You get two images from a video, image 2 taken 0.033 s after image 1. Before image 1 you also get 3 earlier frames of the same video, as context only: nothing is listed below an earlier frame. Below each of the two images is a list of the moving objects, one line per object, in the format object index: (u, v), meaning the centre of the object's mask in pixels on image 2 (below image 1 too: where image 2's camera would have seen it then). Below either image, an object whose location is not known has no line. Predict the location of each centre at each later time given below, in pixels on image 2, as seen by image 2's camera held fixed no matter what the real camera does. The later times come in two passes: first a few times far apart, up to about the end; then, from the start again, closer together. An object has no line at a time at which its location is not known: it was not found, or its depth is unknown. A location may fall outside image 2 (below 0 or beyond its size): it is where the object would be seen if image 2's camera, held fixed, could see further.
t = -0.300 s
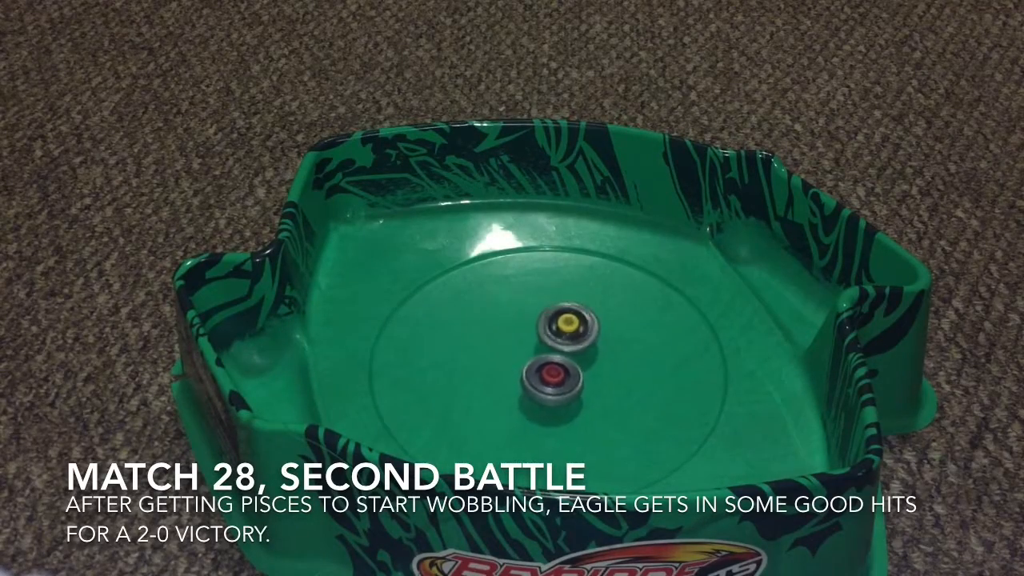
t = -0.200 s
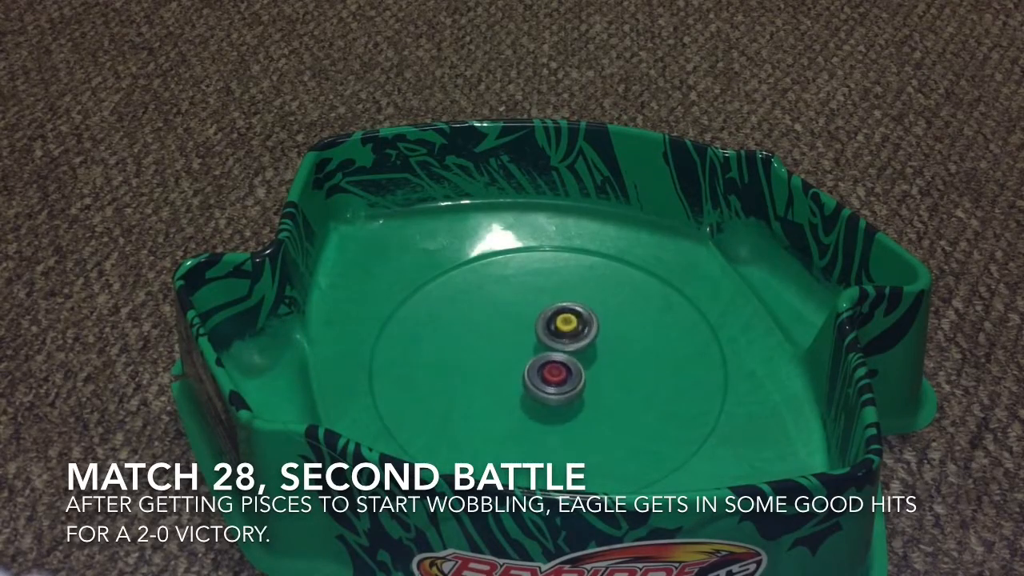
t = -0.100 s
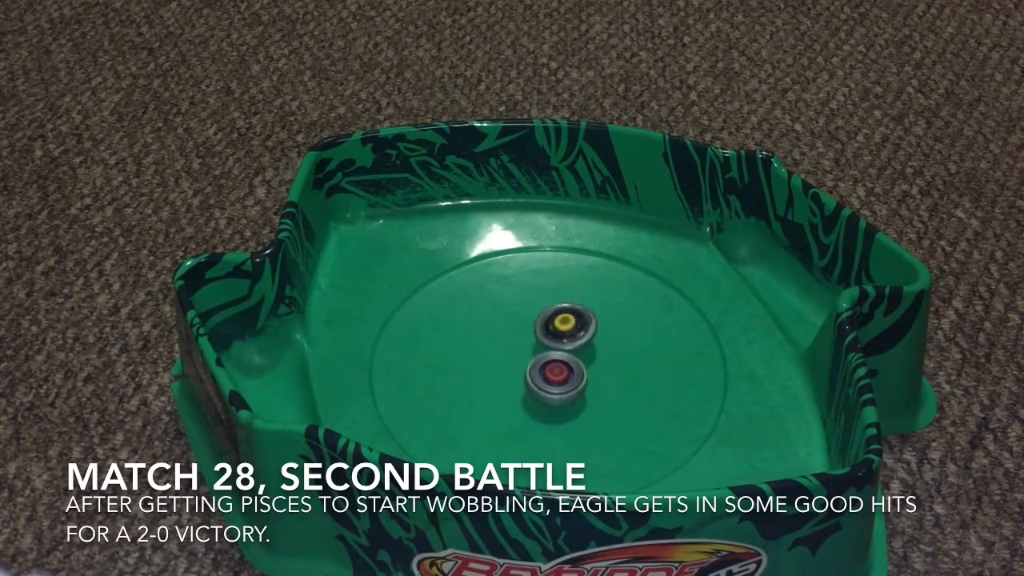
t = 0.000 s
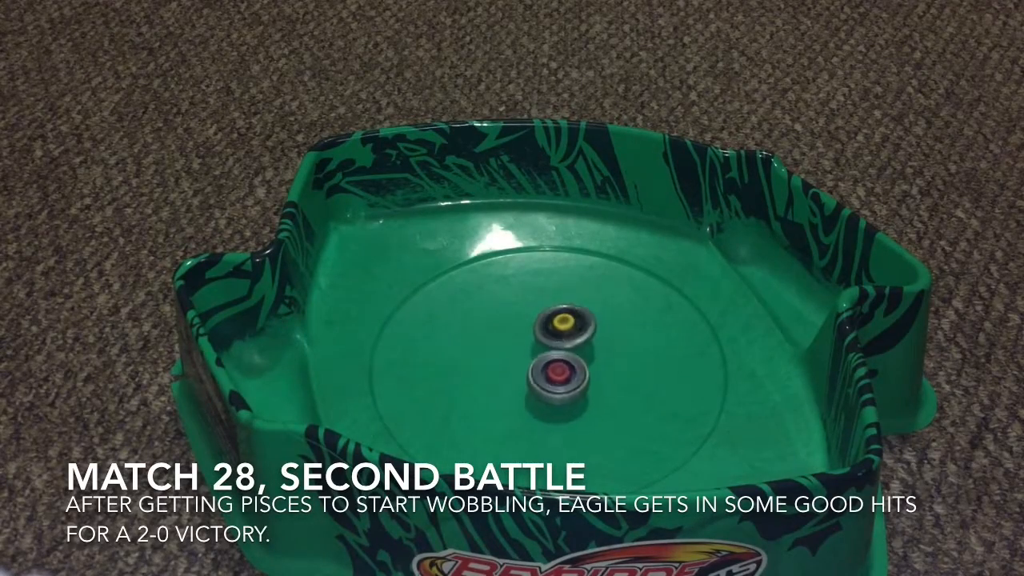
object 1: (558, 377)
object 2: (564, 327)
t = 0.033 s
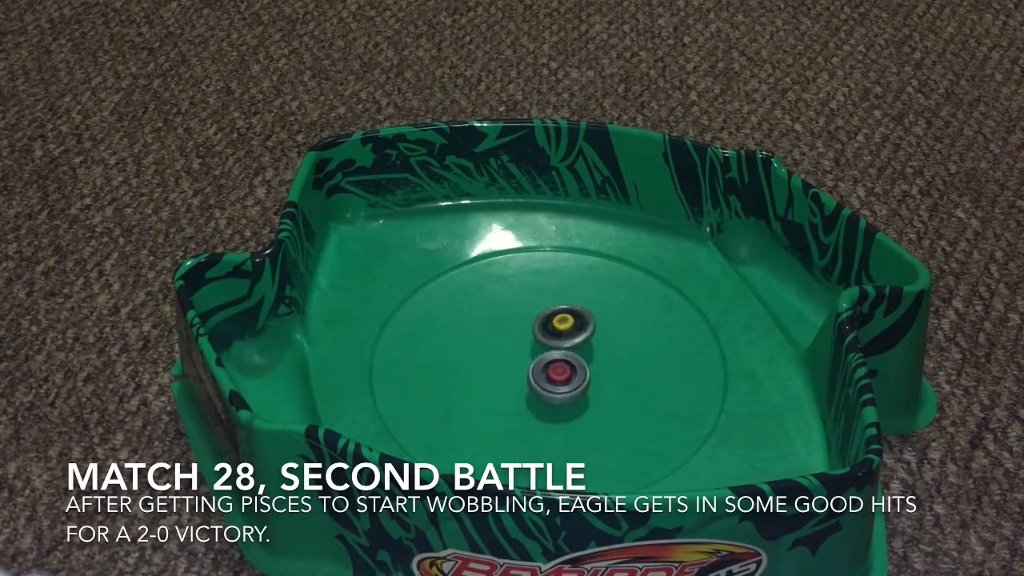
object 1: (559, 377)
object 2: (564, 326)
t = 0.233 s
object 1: (562, 376)
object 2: (562, 327)
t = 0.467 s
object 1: (564, 376)
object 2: (559, 327)
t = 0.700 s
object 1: (564, 376)
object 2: (557, 327)
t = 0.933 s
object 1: (564, 373)
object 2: (557, 326)
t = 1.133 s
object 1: (564, 373)
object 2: (557, 325)
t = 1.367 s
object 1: (565, 373)
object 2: (554, 325)
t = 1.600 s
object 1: (566, 372)
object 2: (552, 325)
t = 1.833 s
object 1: (565, 379)
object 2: (550, 318)
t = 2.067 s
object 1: (565, 377)
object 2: (547, 318)
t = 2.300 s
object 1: (565, 373)
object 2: (545, 319)
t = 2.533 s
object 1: (570, 369)
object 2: (543, 320)
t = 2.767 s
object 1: (574, 368)
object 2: (540, 321)
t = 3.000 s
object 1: (576, 369)
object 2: (537, 322)
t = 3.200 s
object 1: (573, 367)
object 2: (536, 322)
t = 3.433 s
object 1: (572, 363)
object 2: (535, 323)
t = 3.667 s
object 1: (574, 361)
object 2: (533, 324)
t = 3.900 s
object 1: (575, 362)
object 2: (530, 325)
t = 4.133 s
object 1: (574, 362)
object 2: (530, 325)
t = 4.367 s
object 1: (570, 361)
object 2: (529, 324)
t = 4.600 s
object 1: (571, 365)
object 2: (527, 325)
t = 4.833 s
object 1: (568, 365)
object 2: (523, 326)
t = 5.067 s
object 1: (566, 363)
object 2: (521, 328)
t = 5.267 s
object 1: (571, 366)
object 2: (513, 321)
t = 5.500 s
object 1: (573, 368)
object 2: (519, 318)
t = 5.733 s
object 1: (570, 368)
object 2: (534, 332)
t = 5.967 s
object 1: (570, 370)
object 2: (530, 332)
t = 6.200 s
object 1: (572, 367)
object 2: (528, 333)
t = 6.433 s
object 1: (575, 370)
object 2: (528, 332)
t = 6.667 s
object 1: (575, 370)
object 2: (532, 343)
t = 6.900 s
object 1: (572, 370)
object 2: (508, 350)
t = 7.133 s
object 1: (575, 365)
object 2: (474, 377)
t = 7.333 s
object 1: (577, 364)
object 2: (495, 409)
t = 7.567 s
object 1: (586, 362)
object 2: (526, 383)
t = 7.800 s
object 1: (584, 360)
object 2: (516, 383)
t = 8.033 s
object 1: (583, 358)
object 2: (534, 384)
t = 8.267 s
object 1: (583, 355)
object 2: (541, 389)
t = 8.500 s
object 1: (581, 353)
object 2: (540, 389)
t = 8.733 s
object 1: (580, 351)
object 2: (527, 382)
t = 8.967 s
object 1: (578, 349)
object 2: (518, 382)
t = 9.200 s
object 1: (576, 347)
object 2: (533, 383)
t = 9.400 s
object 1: (574, 346)
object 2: (537, 385)
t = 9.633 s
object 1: (572, 344)
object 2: (534, 383)
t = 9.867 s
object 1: (570, 343)
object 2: (516, 382)
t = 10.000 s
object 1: (570, 343)
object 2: (521, 381)
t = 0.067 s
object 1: (559, 376)
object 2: (564, 326)
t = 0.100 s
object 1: (560, 377)
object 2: (563, 327)
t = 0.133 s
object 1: (561, 376)
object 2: (563, 327)
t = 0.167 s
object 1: (561, 376)
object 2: (562, 326)
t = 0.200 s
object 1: (561, 376)
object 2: (562, 327)
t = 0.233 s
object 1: (562, 376)
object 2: (562, 327)
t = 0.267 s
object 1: (562, 376)
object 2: (562, 327)
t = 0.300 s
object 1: (563, 376)
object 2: (561, 327)
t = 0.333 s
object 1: (563, 376)
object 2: (561, 327)
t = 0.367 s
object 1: (563, 376)
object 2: (561, 327)
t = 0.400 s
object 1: (563, 376)
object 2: (560, 327)
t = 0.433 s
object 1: (564, 376)
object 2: (560, 327)
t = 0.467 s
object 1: (564, 376)
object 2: (559, 327)
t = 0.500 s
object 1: (564, 376)
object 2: (559, 327)
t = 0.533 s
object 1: (564, 376)
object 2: (559, 327)
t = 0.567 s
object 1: (564, 376)
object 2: (559, 327)
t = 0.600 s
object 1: (564, 376)
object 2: (558, 327)
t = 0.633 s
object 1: (564, 376)
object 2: (558, 327)
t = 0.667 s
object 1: (564, 376)
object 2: (557, 327)
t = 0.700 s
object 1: (564, 376)
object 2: (557, 327)
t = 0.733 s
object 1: (564, 375)
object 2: (557, 327)
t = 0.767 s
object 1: (564, 375)
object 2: (557, 326)
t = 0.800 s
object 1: (564, 374)
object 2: (556, 327)
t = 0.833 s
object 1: (564, 374)
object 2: (556, 326)
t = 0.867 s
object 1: (564, 374)
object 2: (556, 325)
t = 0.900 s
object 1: (563, 374)
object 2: (558, 325)
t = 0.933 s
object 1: (564, 373)
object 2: (557, 326)
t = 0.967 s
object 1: (564, 373)
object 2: (556, 326)
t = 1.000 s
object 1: (564, 373)
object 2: (556, 325)
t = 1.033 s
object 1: (564, 373)
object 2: (556, 325)
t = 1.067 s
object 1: (564, 374)
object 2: (556, 325)
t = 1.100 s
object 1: (564, 374)
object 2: (557, 324)
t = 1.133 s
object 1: (564, 373)
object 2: (557, 325)
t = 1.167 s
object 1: (565, 373)
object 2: (556, 325)
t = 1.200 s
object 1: (565, 373)
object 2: (555, 325)
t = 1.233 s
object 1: (564, 373)
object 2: (556, 325)
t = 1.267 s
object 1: (565, 373)
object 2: (555, 325)
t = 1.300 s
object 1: (565, 373)
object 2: (554, 325)
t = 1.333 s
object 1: (565, 373)
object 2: (554, 325)
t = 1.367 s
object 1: (565, 373)
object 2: (554, 325)
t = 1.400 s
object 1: (565, 373)
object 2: (554, 325)
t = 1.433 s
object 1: (565, 372)
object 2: (553, 325)
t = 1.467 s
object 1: (566, 372)
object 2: (553, 325)
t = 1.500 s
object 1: (566, 372)
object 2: (553, 325)
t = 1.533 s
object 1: (566, 372)
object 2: (553, 325)
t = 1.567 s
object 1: (566, 372)
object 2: (552, 325)
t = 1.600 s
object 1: (566, 372)
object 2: (552, 325)
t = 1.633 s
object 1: (566, 372)
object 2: (552, 325)
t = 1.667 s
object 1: (566, 376)
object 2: (551, 320)
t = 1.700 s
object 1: (566, 379)
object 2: (551, 317)
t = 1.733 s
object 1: (565, 379)
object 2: (552, 317)
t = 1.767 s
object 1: (566, 378)
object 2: (552, 318)
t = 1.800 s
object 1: (565, 379)
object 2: (551, 318)
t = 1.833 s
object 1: (565, 379)
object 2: (550, 318)
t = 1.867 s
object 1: (565, 379)
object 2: (550, 318)
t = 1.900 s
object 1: (566, 379)
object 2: (550, 318)
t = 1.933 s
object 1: (565, 379)
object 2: (549, 318)
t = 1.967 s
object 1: (565, 378)
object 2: (548, 318)
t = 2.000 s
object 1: (565, 378)
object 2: (548, 318)
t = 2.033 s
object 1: (565, 378)
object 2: (548, 318)
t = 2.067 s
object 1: (565, 377)
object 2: (547, 318)
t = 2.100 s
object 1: (564, 377)
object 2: (547, 318)
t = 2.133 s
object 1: (564, 376)
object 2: (547, 318)
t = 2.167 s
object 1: (564, 376)
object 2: (546, 318)
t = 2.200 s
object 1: (565, 375)
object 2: (546, 318)
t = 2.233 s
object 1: (564, 374)
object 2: (546, 318)
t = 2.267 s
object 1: (565, 374)
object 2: (545, 319)
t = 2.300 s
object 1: (565, 373)
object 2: (545, 319)
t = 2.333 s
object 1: (565, 372)
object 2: (545, 319)
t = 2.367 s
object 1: (566, 372)
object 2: (544, 319)
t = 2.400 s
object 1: (567, 371)
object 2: (544, 319)
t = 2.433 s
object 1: (568, 370)
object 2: (544, 319)
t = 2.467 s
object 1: (569, 370)
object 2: (543, 319)
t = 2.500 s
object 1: (569, 369)
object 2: (543, 319)
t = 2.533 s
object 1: (570, 369)
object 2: (543, 320)
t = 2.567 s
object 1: (571, 368)
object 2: (543, 320)
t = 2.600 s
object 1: (571, 369)
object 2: (542, 320)
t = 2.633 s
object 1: (572, 368)
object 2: (542, 320)
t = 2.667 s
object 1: (573, 368)
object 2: (541, 321)
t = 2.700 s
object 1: (573, 368)
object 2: (541, 321)
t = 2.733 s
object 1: (574, 368)
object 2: (541, 321)
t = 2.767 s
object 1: (574, 368)
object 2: (540, 321)
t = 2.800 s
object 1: (575, 368)
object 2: (540, 321)
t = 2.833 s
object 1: (575, 368)
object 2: (539, 322)
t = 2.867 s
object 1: (575, 368)
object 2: (539, 322)
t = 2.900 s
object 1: (575, 369)
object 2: (538, 322)
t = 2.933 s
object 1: (575, 368)
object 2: (537, 322)
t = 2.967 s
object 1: (575, 369)
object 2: (537, 322)
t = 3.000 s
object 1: (576, 369)
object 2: (537, 322)
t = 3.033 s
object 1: (575, 369)
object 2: (536, 322)
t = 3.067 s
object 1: (575, 369)
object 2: (536, 322)
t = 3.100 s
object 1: (575, 368)
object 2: (536, 322)
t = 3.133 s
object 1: (574, 368)
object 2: (536, 322)
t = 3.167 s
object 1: (574, 368)
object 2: (536, 322)
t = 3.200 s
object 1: (573, 367)
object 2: (536, 322)
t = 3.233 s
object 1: (573, 367)
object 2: (536, 322)
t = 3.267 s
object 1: (573, 367)
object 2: (535, 322)
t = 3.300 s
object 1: (572, 366)
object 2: (536, 322)
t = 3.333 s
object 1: (572, 366)
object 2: (536, 323)
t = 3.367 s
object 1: (572, 365)
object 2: (536, 322)
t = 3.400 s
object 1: (572, 365)
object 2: (535, 323)
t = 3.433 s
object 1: (572, 363)
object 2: (535, 323)
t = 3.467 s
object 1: (572, 363)
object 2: (534, 323)
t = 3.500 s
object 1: (572, 362)
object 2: (534, 323)
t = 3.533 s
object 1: (573, 362)
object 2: (533, 323)
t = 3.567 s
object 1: (572, 362)
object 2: (534, 322)
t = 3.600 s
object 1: (572, 361)
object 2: (534, 323)
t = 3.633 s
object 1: (573, 361)
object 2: (534, 324)
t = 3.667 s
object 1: (574, 361)
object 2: (533, 324)
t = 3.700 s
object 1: (574, 361)
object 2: (533, 324)
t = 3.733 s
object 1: (574, 361)
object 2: (533, 324)
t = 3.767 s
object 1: (575, 361)
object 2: (532, 323)
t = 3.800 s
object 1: (574, 361)
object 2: (532, 324)
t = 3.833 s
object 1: (575, 361)
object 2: (531, 325)
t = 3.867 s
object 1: (576, 362)
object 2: (531, 325)
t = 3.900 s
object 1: (575, 362)
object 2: (530, 325)
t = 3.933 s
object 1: (575, 361)
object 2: (530, 325)
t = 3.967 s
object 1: (575, 362)
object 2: (530, 325)
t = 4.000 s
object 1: (575, 362)
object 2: (530, 324)
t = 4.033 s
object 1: (575, 362)
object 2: (529, 324)
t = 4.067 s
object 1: (575, 362)
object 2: (530, 324)
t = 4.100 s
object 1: (574, 362)
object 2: (530, 324)
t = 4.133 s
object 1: (574, 362)
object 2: (530, 325)
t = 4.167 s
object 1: (574, 362)
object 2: (529, 324)
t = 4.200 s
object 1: (573, 361)
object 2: (529, 323)
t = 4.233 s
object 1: (572, 361)
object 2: (529, 325)
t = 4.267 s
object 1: (572, 361)
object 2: (529, 326)
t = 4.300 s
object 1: (572, 361)
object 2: (528, 326)
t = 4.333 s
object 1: (571, 362)
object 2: (528, 325)
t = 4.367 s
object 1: (570, 361)
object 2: (529, 324)
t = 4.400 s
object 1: (570, 361)
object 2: (529, 323)
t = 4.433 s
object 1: (569, 362)
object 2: (530, 323)
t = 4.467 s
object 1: (570, 363)
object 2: (528, 323)
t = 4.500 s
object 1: (570, 365)
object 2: (528, 322)
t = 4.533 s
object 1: (570, 365)
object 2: (528, 323)
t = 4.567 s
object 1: (570, 365)
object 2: (528, 324)
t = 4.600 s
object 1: (571, 365)
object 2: (527, 325)
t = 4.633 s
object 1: (570, 365)
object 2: (527, 325)
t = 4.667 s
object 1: (570, 365)
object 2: (526, 325)
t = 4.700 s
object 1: (570, 365)
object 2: (526, 326)
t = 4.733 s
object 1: (569, 365)
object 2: (525, 326)
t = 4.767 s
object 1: (569, 365)
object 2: (524, 326)
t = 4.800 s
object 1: (569, 365)
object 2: (524, 326)
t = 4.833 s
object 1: (568, 365)
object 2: (523, 326)
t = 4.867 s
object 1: (568, 365)
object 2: (523, 326)
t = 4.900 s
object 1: (567, 365)
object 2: (524, 327)
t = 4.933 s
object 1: (567, 364)
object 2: (523, 327)
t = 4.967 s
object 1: (567, 364)
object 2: (523, 327)
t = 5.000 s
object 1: (566, 364)
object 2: (522, 327)
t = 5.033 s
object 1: (566, 363)
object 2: (522, 328)
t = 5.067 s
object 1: (566, 363)
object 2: (521, 328)
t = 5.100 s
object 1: (566, 362)
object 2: (521, 329)
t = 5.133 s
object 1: (566, 362)
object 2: (520, 329)
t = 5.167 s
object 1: (566, 362)
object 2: (520, 328)
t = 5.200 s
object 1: (568, 362)
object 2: (518, 327)
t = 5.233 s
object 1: (571, 364)
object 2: (515, 323)
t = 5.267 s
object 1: (571, 366)
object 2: (513, 321)
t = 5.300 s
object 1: (571, 367)
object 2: (513, 320)
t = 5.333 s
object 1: (572, 367)
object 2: (513, 318)
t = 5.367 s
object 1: (573, 367)
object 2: (515, 318)
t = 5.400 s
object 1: (573, 367)
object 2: (515, 318)
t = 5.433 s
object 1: (573, 367)
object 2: (517, 317)
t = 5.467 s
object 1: (573, 367)
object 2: (517, 318)
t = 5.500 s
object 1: (573, 368)
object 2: (519, 318)
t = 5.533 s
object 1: (573, 368)
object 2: (521, 320)
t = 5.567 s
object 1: (573, 368)
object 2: (522, 321)
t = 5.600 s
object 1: (572, 368)
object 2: (524, 322)
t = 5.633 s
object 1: (572, 368)
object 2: (526, 324)
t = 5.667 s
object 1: (571, 368)
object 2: (529, 325)
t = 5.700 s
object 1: (571, 368)
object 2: (533, 329)
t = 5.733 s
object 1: (570, 368)
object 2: (534, 332)
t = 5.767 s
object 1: (571, 370)
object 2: (534, 331)
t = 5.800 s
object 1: (571, 371)
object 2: (532, 331)
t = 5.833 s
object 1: (570, 372)
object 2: (532, 330)
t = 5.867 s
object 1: (570, 371)
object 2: (532, 330)
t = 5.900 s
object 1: (570, 370)
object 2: (532, 331)
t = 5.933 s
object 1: (571, 370)
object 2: (532, 332)
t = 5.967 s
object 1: (570, 370)
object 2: (530, 332)
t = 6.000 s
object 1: (570, 370)
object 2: (530, 332)
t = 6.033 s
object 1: (571, 369)
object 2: (529, 332)
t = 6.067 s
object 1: (571, 369)
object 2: (529, 331)
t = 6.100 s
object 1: (571, 369)
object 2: (528, 331)
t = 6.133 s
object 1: (571, 368)
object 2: (529, 331)
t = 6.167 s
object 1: (572, 367)
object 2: (529, 331)
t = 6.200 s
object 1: (572, 367)
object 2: (528, 333)
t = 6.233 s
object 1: (572, 366)
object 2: (528, 334)
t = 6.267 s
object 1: (573, 366)
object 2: (527, 335)
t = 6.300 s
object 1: (573, 366)
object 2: (527, 336)
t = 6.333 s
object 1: (573, 366)
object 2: (526, 336)
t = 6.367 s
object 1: (575, 368)
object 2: (526, 335)
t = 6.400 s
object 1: (575, 370)
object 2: (527, 333)
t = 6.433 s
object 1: (575, 370)
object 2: (528, 332)
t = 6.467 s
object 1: (575, 370)
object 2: (529, 333)
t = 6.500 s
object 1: (575, 370)
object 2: (530, 335)
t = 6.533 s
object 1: (576, 370)
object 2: (531, 336)
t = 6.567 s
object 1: (575, 370)
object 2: (532, 338)
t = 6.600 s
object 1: (575, 370)
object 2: (533, 339)
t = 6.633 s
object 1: (575, 370)
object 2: (533, 341)
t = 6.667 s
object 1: (575, 370)
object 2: (532, 343)
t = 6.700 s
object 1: (575, 370)
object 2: (531, 346)
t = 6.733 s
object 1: (574, 370)
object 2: (529, 348)
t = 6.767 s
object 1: (574, 370)
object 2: (527, 349)
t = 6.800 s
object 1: (574, 370)
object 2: (525, 348)
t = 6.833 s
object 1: (573, 371)
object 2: (520, 347)
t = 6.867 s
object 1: (572, 371)
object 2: (514, 349)
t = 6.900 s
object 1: (572, 370)
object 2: (508, 350)
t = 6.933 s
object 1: (572, 370)
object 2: (501, 352)
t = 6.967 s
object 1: (572, 370)
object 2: (495, 355)
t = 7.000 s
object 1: (573, 368)
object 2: (489, 358)
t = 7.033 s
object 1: (574, 367)
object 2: (484, 362)
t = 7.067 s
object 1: (575, 366)
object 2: (479, 368)
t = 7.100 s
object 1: (575, 365)
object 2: (475, 372)
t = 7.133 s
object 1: (575, 365)
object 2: (474, 377)
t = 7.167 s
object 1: (576, 365)
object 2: (471, 383)
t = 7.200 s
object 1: (576, 365)
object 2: (471, 389)
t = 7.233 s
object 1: (576, 365)
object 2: (475, 395)
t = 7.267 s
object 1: (577, 365)
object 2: (479, 401)
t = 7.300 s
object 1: (577, 365)
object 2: (485, 406)
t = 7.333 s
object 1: (577, 364)
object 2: (495, 409)
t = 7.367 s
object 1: (576, 365)
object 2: (507, 409)
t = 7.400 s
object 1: (577, 365)
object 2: (519, 407)
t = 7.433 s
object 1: (577, 365)
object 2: (527, 399)
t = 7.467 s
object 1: (577, 365)
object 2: (532, 395)
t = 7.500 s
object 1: (579, 365)
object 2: (533, 389)
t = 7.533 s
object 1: (583, 363)
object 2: (530, 386)
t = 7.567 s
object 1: (586, 362)
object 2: (526, 383)
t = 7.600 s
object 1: (585, 362)
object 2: (522, 383)
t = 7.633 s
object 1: (584, 362)
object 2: (519, 381)
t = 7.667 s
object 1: (584, 361)
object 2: (517, 383)
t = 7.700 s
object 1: (585, 361)
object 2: (516, 384)
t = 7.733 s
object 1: (585, 361)
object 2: (515, 384)
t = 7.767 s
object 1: (584, 361)
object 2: (516, 384)
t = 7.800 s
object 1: (584, 360)
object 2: (516, 383)
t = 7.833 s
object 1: (584, 359)
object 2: (518, 381)
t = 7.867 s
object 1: (584, 359)
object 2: (521, 382)
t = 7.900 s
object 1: (584, 359)
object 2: (525, 382)
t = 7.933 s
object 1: (584, 358)
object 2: (528, 381)
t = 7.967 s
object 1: (584, 358)
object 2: (531, 383)
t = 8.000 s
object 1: (584, 358)
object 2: (533, 384)
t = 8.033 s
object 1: (583, 358)
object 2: (534, 384)
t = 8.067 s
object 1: (583, 357)
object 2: (536, 385)
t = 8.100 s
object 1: (583, 357)
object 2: (537, 386)
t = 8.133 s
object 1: (583, 356)
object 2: (538, 387)
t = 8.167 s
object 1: (583, 356)
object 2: (539, 387)
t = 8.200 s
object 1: (583, 356)
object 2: (540, 388)
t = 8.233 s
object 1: (583, 355)
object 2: (540, 389)
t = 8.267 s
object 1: (583, 355)
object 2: (541, 389)
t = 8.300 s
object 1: (583, 355)
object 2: (541, 390)
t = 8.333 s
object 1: (583, 354)
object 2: (541, 390)
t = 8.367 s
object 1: (582, 354)
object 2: (541, 390)
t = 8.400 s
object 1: (582, 354)
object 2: (541, 390)
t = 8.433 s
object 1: (582, 353)
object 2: (541, 390)
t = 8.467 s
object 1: (582, 353)
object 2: (541, 389)
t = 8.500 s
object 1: (581, 353)
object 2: (540, 389)
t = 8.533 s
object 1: (581, 352)
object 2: (540, 388)
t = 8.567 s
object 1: (581, 352)
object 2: (537, 385)
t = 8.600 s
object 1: (581, 352)
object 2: (536, 384)
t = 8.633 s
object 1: (581, 351)
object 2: (534, 383)
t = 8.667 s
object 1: (581, 351)
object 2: (532, 382)
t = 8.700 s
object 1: (580, 351)
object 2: (529, 381)
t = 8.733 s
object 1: (580, 351)
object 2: (527, 382)
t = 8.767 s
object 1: (580, 351)
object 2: (522, 382)
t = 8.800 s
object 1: (579, 350)
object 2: (520, 382)
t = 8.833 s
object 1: (579, 350)
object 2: (518, 382)
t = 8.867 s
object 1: (579, 350)
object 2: (517, 383)
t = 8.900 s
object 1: (579, 349)
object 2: (517, 383)
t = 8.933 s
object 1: (578, 349)
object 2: (517, 382)
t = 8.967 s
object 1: (578, 349)
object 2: (518, 382)
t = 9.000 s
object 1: (578, 348)
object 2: (520, 381)
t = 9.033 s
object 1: (578, 348)
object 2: (524, 381)
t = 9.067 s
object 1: (577, 348)
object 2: (528, 381)
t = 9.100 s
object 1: (577, 348)
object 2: (530, 381)
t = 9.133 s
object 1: (577, 347)
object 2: (531, 382)
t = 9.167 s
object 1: (577, 347)
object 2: (532, 382)
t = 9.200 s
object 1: (576, 347)
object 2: (533, 383)
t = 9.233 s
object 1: (576, 346)
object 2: (534, 383)
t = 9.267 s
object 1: (576, 346)
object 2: (535, 384)
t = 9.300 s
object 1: (576, 346)
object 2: (535, 384)
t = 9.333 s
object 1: (575, 346)
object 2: (536, 385)
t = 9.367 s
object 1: (575, 346)
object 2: (537, 385)
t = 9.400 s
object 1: (574, 346)
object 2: (537, 385)
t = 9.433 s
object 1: (574, 345)
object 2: (537, 385)
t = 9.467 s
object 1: (574, 345)
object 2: (536, 385)
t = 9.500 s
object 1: (573, 345)
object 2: (536, 384)
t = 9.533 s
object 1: (573, 345)
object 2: (536, 384)
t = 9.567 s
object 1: (572, 344)
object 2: (535, 384)
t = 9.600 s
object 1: (572, 344)
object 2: (534, 383)
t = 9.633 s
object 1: (572, 344)
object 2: (534, 383)
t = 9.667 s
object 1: (572, 344)
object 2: (531, 382)
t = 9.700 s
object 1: (571, 344)
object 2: (529, 381)
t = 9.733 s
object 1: (571, 344)
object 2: (528, 380)
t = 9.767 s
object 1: (571, 344)
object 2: (524, 381)
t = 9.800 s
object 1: (570, 344)
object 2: (519, 382)
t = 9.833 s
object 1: (570, 343)
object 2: (517, 382)
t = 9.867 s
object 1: (570, 343)
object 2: (516, 382)
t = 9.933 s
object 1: (570, 343)
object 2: (517, 382)
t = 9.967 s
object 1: (570, 343)
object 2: (518, 381)
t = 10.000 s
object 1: (570, 343)
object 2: (521, 381)
